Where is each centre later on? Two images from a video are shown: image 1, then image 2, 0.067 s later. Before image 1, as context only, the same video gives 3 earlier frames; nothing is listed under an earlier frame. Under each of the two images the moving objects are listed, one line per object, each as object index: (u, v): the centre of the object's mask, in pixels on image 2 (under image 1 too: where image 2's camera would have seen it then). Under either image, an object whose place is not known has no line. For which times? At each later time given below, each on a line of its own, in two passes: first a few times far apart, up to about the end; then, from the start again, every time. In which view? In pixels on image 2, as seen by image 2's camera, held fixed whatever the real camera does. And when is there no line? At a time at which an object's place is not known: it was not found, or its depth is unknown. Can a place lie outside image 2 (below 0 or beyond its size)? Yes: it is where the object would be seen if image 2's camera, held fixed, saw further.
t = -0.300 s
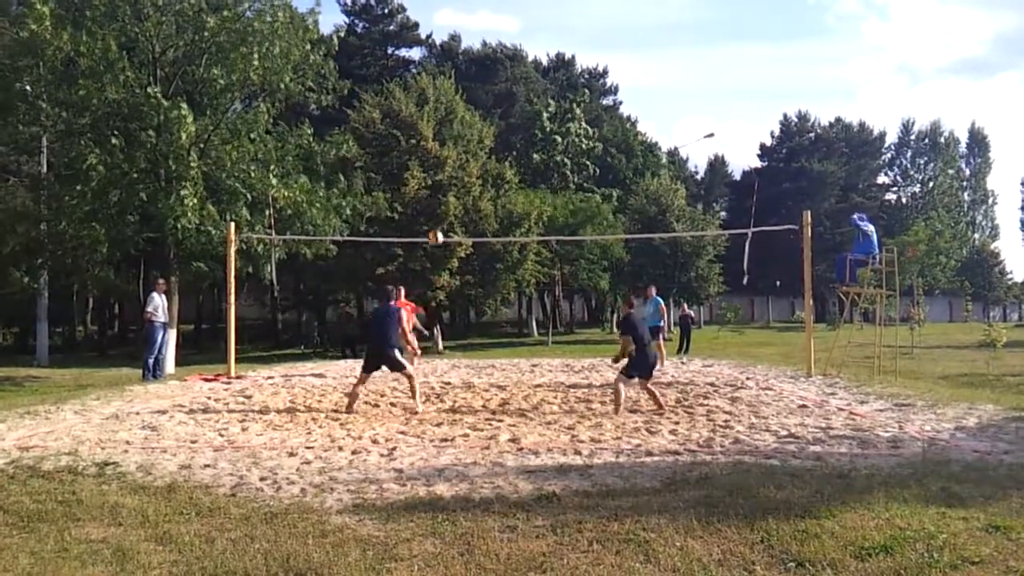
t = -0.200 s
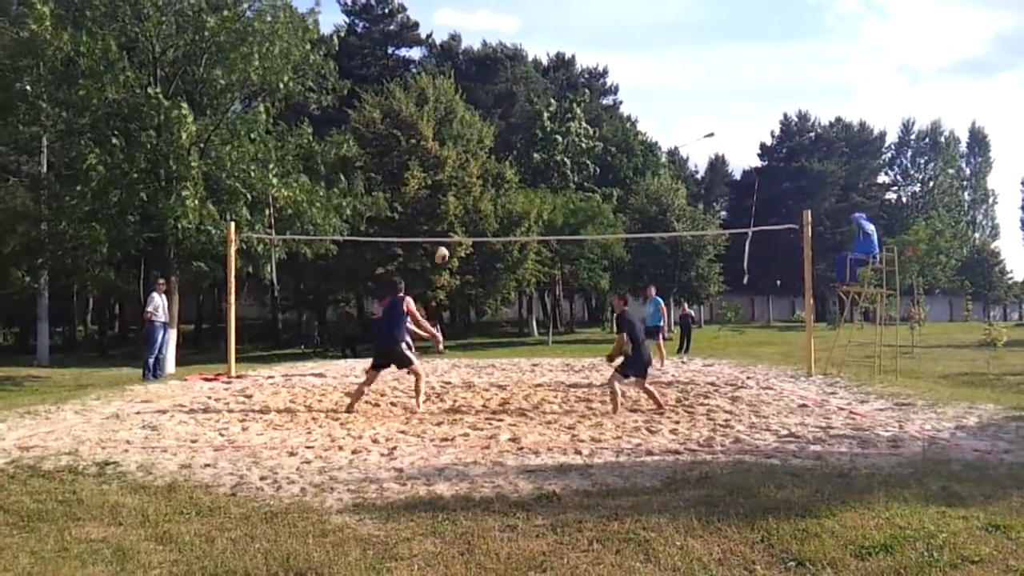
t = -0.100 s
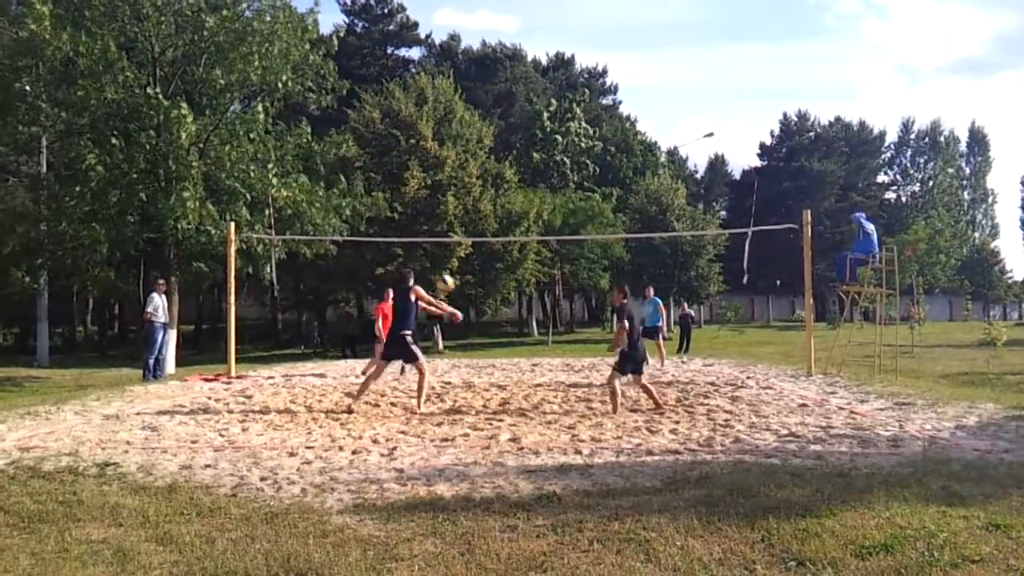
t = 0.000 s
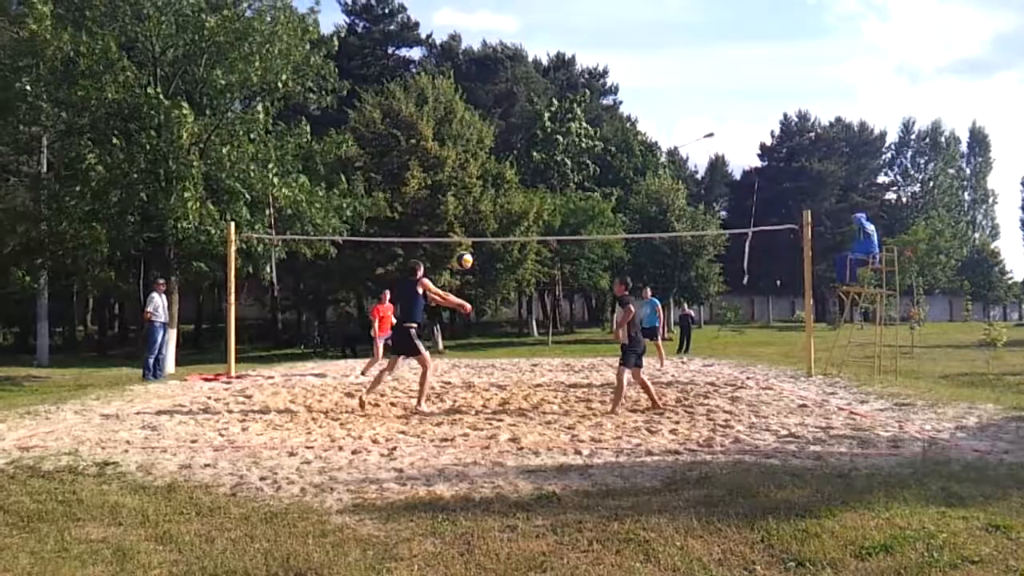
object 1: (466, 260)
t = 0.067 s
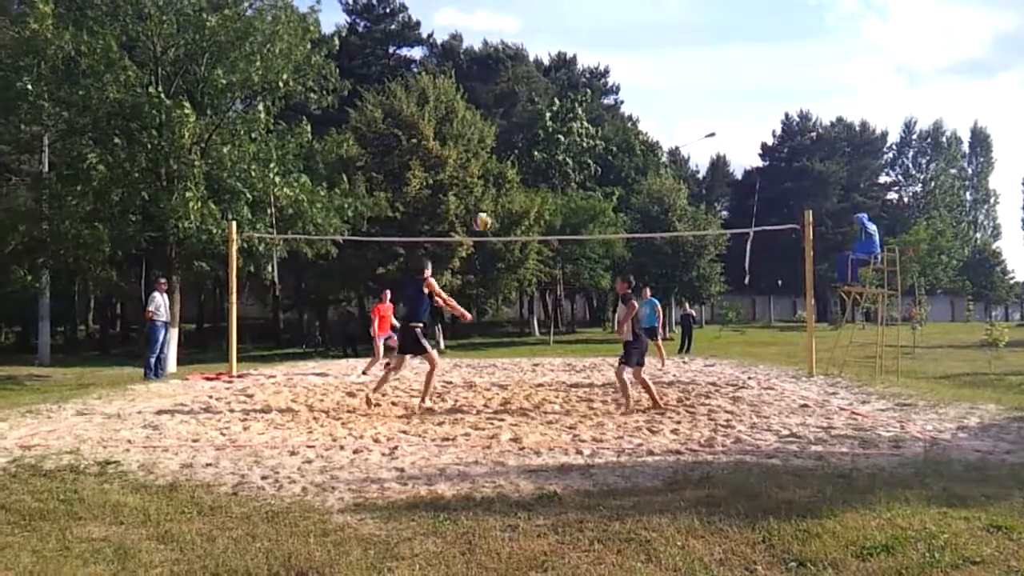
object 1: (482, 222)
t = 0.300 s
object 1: (541, 113)
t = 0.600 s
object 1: (618, 34)
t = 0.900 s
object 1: (700, 27)
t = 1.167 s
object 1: (778, 90)
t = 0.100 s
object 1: (492, 202)
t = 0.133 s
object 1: (497, 186)
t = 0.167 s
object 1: (507, 170)
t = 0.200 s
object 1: (516, 156)
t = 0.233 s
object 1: (524, 140)
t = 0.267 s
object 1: (532, 126)
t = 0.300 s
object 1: (541, 113)
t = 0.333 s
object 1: (549, 100)
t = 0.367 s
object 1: (558, 90)
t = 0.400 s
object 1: (566, 79)
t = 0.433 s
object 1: (572, 69)
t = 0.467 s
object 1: (582, 63)
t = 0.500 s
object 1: (590, 52)
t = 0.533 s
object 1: (600, 45)
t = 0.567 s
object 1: (609, 39)
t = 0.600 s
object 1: (618, 34)
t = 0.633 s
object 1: (626, 29)
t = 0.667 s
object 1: (635, 25)
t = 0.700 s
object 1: (644, 23)
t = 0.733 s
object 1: (653, 21)
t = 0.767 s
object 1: (663, 21)
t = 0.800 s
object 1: (671, 21)
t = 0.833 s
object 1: (682, 22)
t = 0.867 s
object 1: (691, 24)
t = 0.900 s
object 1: (700, 27)
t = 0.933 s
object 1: (711, 31)
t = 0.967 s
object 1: (719, 36)
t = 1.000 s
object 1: (730, 42)
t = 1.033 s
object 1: (739, 50)
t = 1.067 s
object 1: (748, 58)
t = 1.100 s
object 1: (759, 68)
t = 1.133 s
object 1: (769, 78)
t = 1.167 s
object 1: (778, 90)
